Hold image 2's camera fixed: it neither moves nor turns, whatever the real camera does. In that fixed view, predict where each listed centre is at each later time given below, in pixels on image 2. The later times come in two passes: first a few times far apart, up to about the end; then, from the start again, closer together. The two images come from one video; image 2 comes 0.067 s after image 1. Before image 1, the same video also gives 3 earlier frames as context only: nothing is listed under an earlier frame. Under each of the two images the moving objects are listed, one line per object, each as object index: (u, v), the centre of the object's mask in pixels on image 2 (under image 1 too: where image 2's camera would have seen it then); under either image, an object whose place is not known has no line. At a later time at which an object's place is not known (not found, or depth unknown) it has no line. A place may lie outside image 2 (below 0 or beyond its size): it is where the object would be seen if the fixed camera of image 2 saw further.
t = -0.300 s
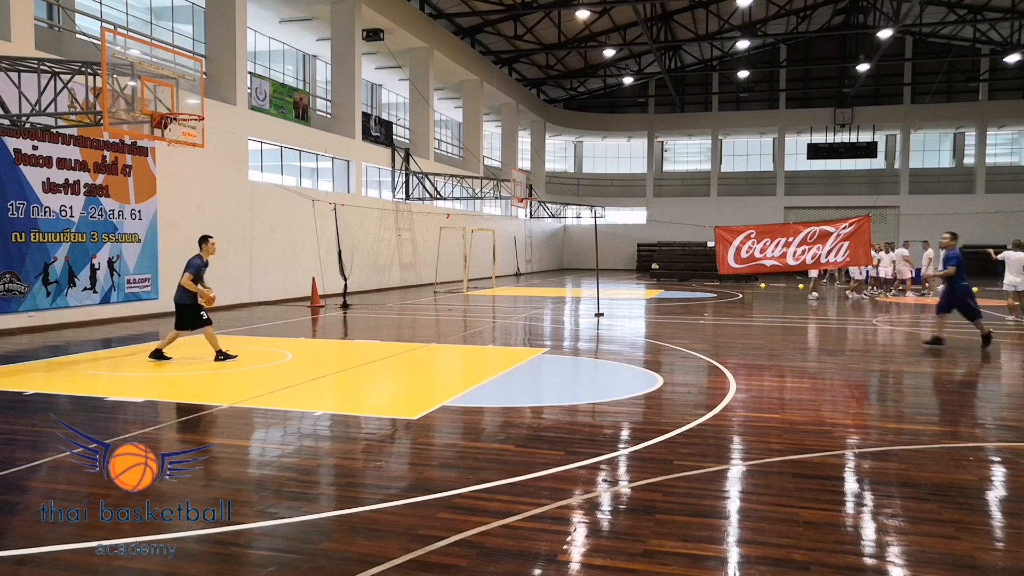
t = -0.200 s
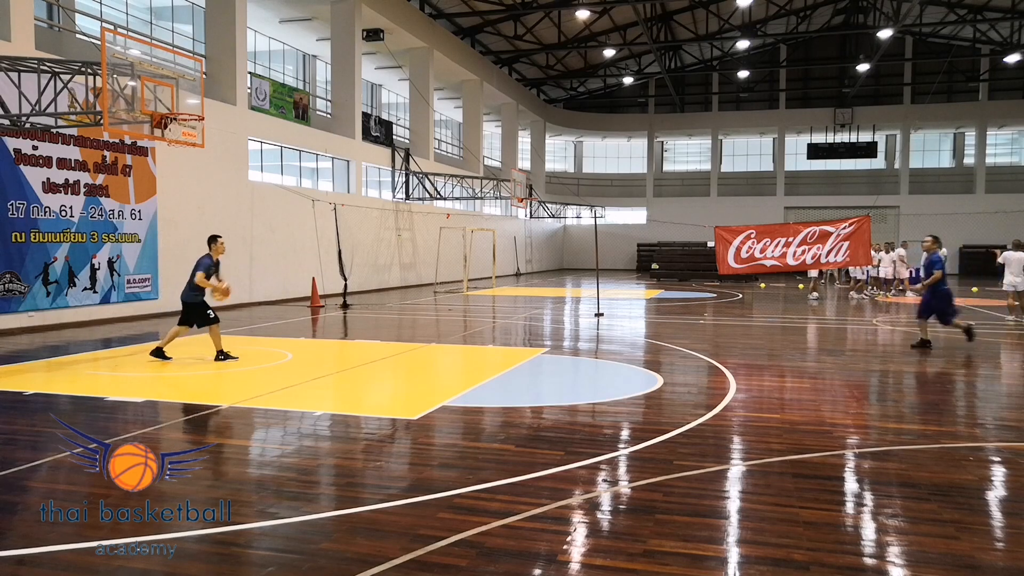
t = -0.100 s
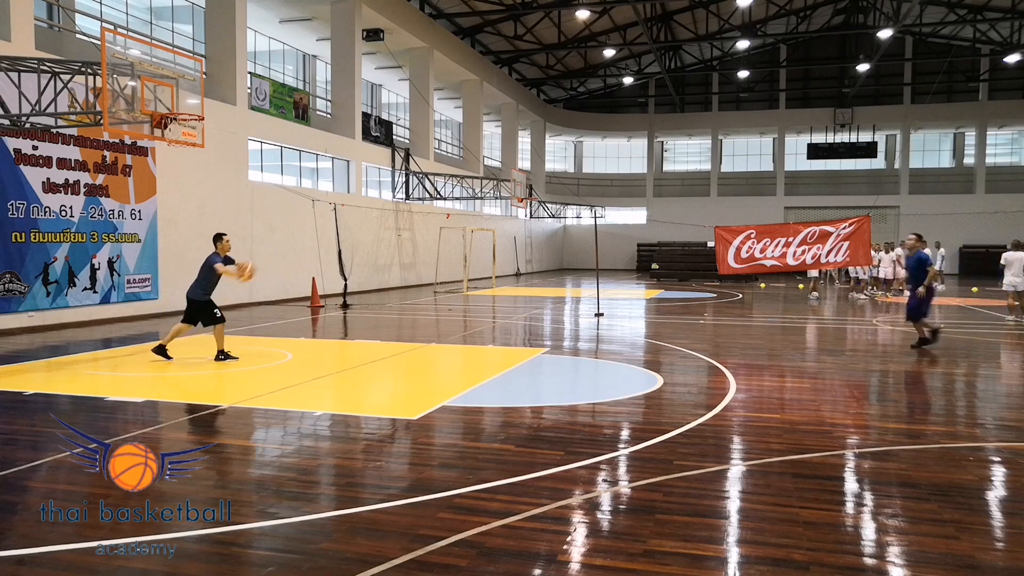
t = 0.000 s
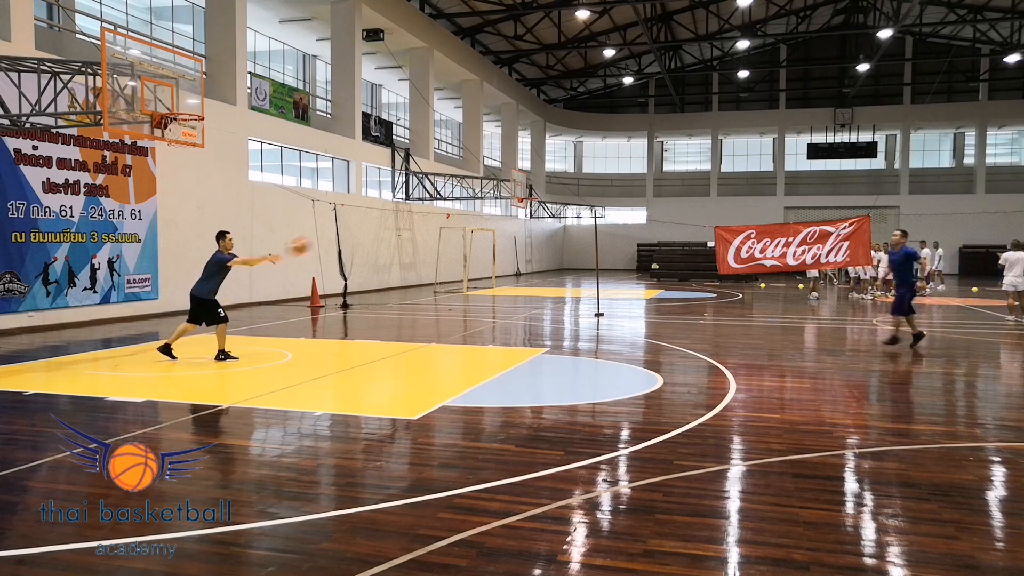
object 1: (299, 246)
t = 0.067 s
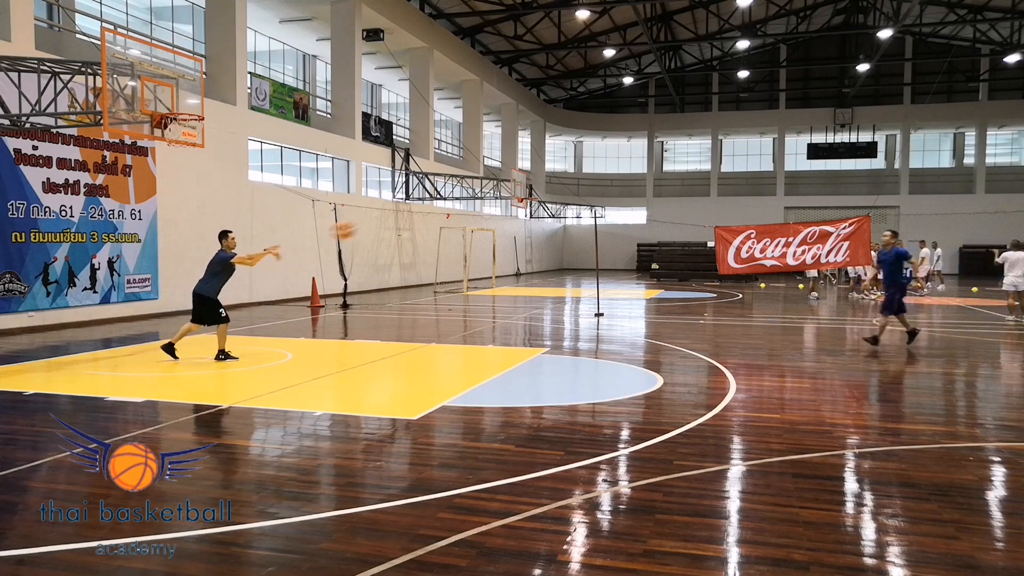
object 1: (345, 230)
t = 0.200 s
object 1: (429, 210)
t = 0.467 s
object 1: (595, 203)
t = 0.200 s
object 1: (429, 210)
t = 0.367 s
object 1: (536, 198)
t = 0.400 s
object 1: (555, 198)
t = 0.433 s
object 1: (576, 200)
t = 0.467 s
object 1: (595, 203)
